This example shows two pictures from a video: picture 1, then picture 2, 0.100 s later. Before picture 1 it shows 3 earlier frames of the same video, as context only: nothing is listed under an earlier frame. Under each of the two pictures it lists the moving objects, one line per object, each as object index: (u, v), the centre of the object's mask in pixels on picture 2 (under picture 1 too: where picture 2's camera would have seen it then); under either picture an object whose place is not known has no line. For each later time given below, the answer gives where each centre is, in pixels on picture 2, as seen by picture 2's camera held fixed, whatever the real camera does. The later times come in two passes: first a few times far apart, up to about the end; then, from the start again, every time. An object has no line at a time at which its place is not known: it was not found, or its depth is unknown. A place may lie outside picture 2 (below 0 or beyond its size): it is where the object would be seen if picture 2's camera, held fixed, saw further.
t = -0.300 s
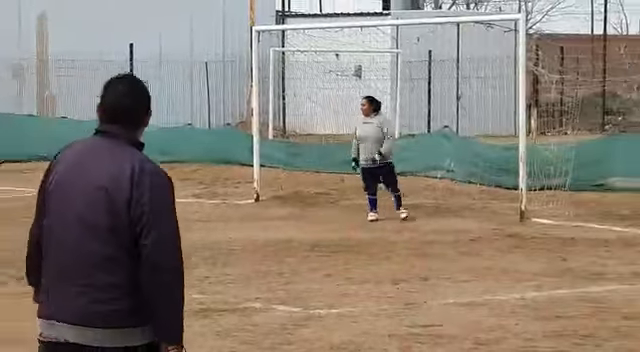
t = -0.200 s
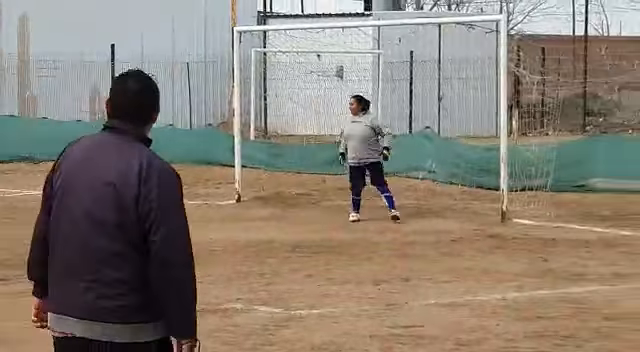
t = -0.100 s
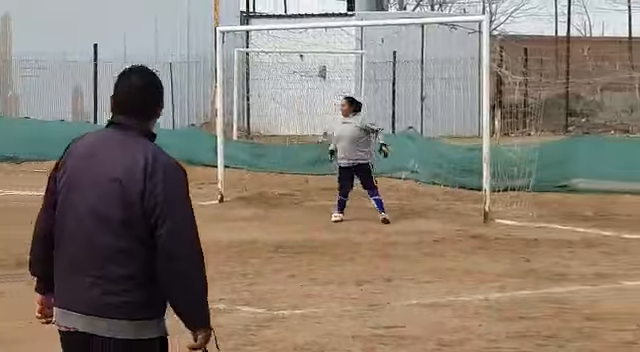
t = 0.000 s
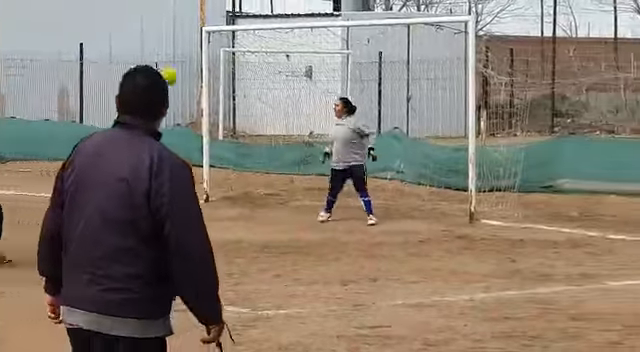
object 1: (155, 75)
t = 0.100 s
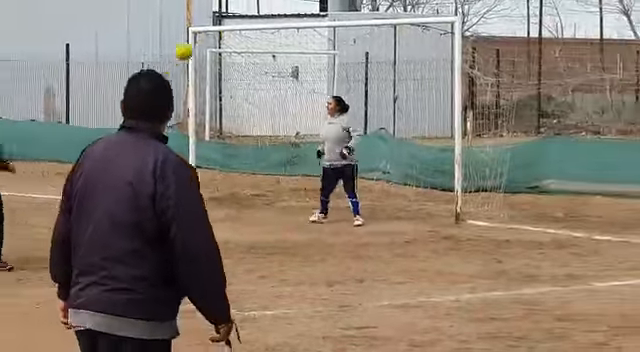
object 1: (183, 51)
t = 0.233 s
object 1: (221, 31)
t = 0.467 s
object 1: (290, 31)
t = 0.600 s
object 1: (327, 51)
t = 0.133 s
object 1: (193, 45)
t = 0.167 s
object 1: (204, 39)
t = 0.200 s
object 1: (213, 35)
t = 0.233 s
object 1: (221, 31)
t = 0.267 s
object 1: (232, 28)
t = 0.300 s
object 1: (242, 26)
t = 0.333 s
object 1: (252, 25)
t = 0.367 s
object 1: (262, 25)
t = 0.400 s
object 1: (271, 27)
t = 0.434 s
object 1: (280, 29)
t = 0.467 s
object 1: (290, 31)
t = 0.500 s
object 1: (299, 35)
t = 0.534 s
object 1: (309, 39)
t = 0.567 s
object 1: (318, 44)
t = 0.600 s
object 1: (327, 51)
